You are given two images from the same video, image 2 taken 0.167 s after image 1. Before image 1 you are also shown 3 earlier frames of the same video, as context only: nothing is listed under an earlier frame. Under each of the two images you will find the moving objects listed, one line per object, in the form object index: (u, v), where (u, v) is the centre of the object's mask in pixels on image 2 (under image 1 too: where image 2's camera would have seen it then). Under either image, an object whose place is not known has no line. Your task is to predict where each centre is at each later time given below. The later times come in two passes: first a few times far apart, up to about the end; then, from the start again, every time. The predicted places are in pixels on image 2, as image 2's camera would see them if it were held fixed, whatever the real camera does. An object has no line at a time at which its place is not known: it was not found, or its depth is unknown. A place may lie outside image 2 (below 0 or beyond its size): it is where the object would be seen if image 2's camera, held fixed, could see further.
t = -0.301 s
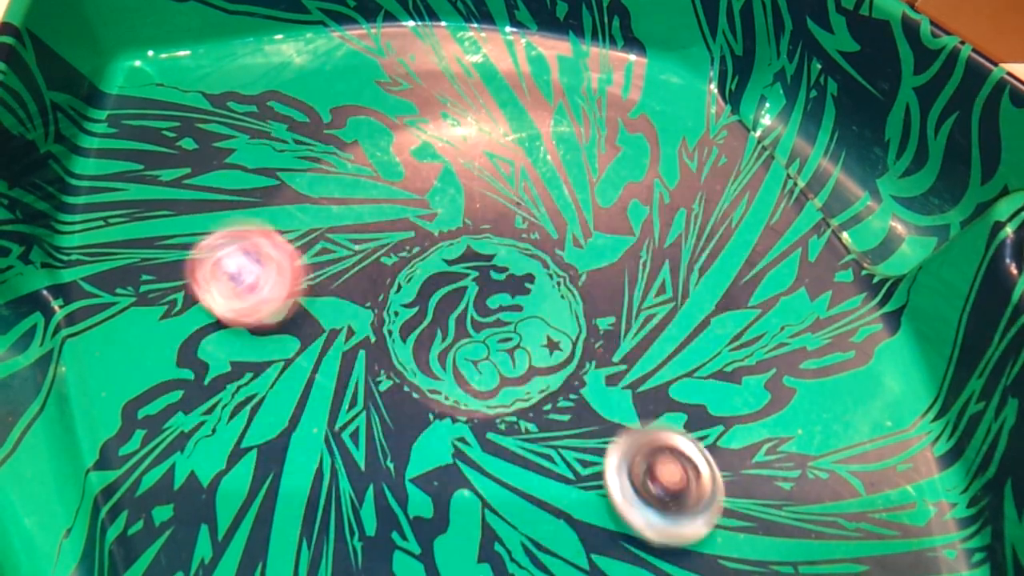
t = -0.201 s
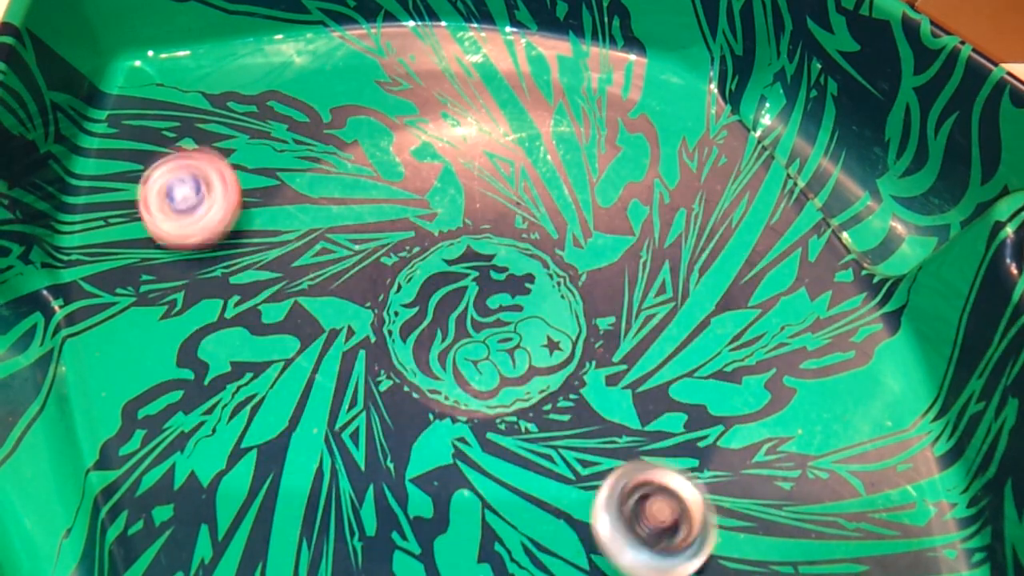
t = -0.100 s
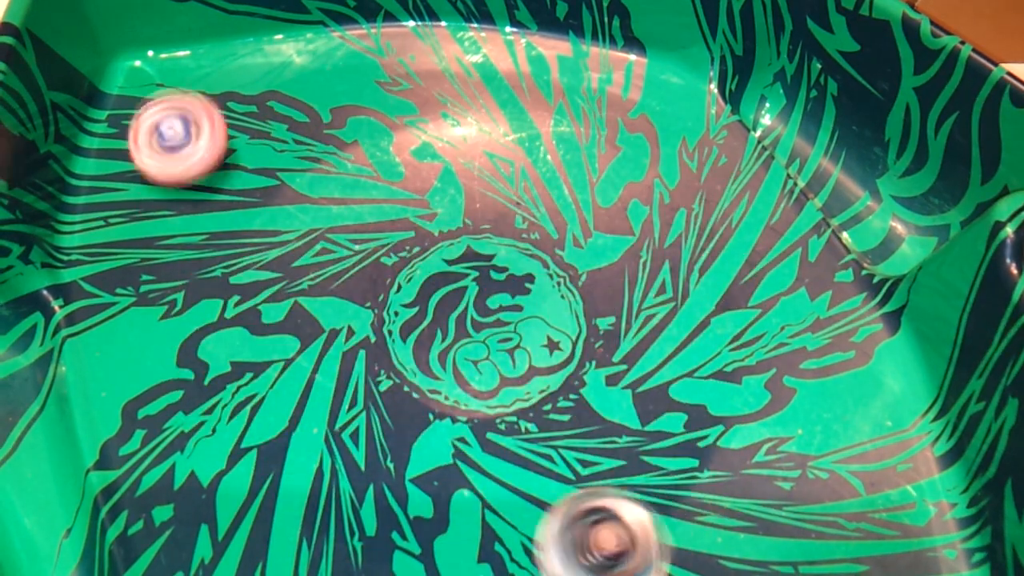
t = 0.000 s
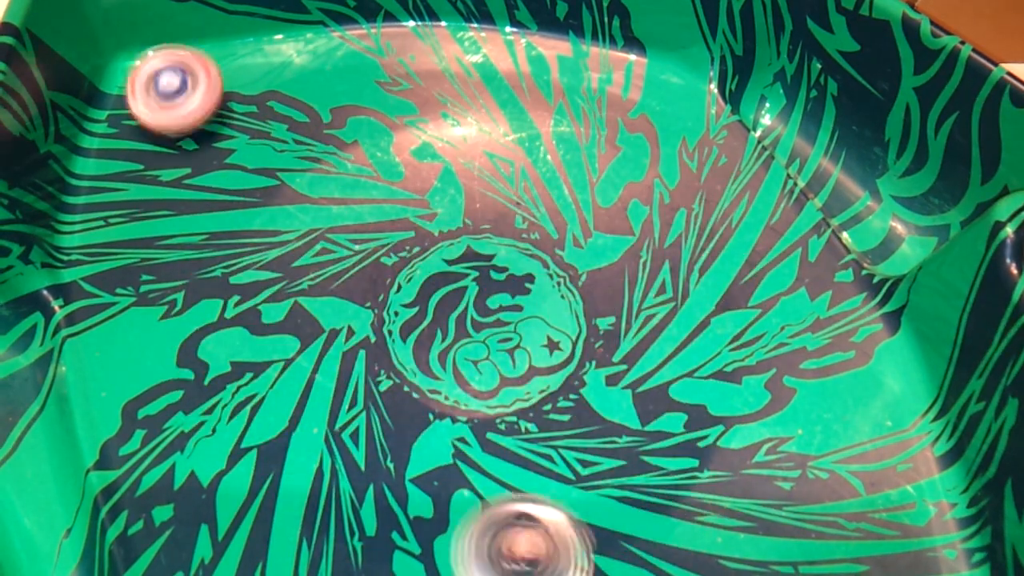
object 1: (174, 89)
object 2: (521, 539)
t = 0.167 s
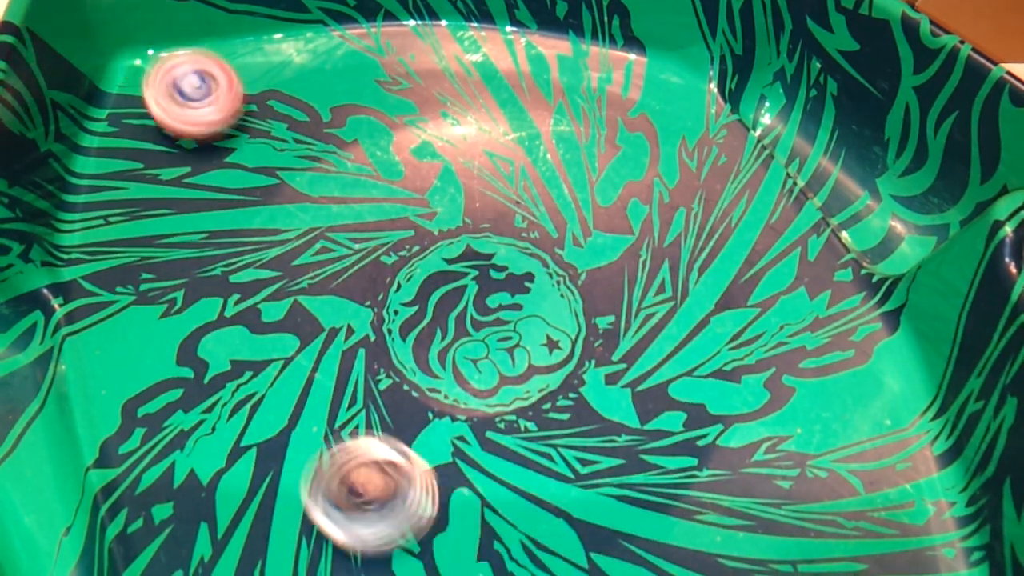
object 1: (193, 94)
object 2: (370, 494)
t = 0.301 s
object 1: (250, 150)
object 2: (326, 377)
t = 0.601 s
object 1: (215, 83)
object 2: (759, 348)
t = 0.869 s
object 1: (208, 96)
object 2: (799, 529)
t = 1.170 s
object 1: (335, 228)
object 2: (455, 490)
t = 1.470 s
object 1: (525, 339)
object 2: (344, 261)
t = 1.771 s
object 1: (674, 343)
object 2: (495, 115)
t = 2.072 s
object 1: (672, 331)
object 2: (652, 216)
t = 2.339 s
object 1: (529, 434)
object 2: (520, 291)
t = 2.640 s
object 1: (363, 416)
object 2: (358, 191)
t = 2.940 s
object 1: (338, 291)
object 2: (478, 176)
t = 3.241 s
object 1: (456, 222)
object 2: (523, 374)
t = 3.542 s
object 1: (590, 244)
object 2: (310, 454)
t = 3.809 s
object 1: (615, 343)
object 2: (273, 285)
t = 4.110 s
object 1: (483, 398)
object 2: (518, 250)
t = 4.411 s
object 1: (370, 334)
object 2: (684, 397)
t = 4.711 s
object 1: (431, 248)
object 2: (513, 519)
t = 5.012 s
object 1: (535, 266)
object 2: (406, 318)
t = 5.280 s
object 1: (573, 339)
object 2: (495, 178)
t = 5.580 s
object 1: (509, 388)
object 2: (679, 219)
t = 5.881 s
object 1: (444, 391)
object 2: (559, 386)
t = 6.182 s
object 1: (293, 331)
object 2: (442, 329)
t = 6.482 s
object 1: (320, 261)
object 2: (442, 222)
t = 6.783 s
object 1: (454, 280)
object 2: (612, 270)
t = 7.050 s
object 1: (553, 260)
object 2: (526, 411)
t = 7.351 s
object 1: (633, 244)
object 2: (348, 321)
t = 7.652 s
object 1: (547, 287)
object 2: (461, 202)
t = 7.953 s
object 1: (480, 367)
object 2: (621, 265)
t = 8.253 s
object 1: (414, 500)
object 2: (568, 382)
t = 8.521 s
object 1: (399, 508)
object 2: (509, 312)
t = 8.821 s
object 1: (469, 388)
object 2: (512, 231)
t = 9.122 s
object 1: (470, 292)
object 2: (573, 320)
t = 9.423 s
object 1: (429, 236)
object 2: (495, 358)
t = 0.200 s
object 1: (205, 109)
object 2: (346, 468)
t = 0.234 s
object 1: (218, 122)
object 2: (332, 440)
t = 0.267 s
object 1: (234, 137)
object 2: (324, 408)
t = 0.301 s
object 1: (250, 150)
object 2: (326, 377)
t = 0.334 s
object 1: (266, 162)
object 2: (335, 347)
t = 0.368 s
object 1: (286, 178)
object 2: (349, 320)
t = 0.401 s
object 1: (310, 194)
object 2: (368, 296)
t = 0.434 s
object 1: (316, 191)
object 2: (416, 287)
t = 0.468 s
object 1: (284, 159)
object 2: (494, 304)
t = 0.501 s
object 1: (259, 133)
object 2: (566, 321)
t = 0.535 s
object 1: (240, 113)
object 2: (635, 331)
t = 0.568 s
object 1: (224, 96)
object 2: (702, 340)
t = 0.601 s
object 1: (215, 83)
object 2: (759, 348)
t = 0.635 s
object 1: (206, 73)
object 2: (812, 359)
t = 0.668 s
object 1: (199, 65)
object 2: (860, 374)
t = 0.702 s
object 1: (193, 57)
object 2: (888, 392)
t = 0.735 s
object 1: (190, 56)
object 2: (879, 422)
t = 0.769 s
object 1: (194, 66)
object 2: (863, 452)
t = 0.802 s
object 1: (197, 76)
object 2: (845, 483)
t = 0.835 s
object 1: (202, 85)
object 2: (823, 511)
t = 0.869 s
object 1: (208, 96)
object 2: (799, 529)
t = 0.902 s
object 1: (215, 107)
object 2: (767, 537)
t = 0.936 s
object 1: (224, 121)
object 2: (727, 543)
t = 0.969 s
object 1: (234, 134)
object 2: (691, 543)
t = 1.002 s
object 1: (245, 149)
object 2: (653, 541)
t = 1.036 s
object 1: (258, 163)
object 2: (610, 537)
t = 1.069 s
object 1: (271, 178)
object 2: (569, 532)
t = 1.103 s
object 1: (288, 194)
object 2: (529, 525)
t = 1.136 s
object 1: (310, 211)
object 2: (490, 511)
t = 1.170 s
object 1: (335, 228)
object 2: (455, 490)
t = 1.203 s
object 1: (359, 244)
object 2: (427, 470)
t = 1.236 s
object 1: (385, 261)
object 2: (401, 446)
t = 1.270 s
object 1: (410, 277)
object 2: (381, 420)
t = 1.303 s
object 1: (432, 290)
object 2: (366, 393)
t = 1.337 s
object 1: (452, 302)
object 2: (354, 366)
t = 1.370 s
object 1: (469, 313)
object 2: (347, 339)
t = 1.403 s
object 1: (487, 323)
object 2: (343, 313)
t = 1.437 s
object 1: (506, 332)
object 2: (342, 287)
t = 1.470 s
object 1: (525, 339)
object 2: (344, 261)
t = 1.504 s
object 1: (545, 345)
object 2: (350, 237)
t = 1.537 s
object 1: (566, 350)
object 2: (358, 213)
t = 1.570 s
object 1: (584, 352)
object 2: (370, 191)
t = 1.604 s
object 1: (602, 353)
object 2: (385, 171)
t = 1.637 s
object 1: (620, 353)
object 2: (402, 154)
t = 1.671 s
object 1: (635, 352)
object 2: (421, 140)
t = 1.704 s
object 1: (650, 350)
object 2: (445, 128)
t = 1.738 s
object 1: (664, 347)
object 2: (469, 119)
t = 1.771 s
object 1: (674, 343)
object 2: (495, 115)
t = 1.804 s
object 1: (683, 337)
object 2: (520, 114)
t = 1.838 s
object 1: (689, 333)
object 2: (547, 116)
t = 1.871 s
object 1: (693, 327)
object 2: (571, 123)
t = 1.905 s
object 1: (693, 321)
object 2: (597, 135)
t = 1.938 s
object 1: (691, 315)
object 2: (618, 151)
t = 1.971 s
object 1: (688, 309)
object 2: (635, 172)
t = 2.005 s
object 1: (681, 303)
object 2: (649, 195)
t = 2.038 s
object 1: (675, 306)
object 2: (656, 214)
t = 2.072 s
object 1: (672, 331)
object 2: (652, 216)
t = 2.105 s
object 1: (665, 356)
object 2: (644, 221)
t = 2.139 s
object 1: (652, 375)
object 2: (635, 231)
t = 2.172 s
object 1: (635, 389)
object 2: (621, 246)
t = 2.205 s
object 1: (615, 398)
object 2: (608, 265)
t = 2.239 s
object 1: (594, 401)
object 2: (590, 284)
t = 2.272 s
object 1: (571, 401)
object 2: (569, 299)
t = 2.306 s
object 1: (548, 414)
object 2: (545, 303)
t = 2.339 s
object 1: (529, 434)
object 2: (520, 291)
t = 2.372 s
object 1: (506, 449)
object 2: (495, 279)
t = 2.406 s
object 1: (484, 456)
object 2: (471, 269)
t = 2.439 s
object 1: (464, 457)
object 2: (447, 258)
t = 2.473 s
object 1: (446, 454)
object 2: (423, 248)
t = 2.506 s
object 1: (428, 449)
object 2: (401, 237)
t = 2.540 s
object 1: (410, 443)
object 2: (383, 225)
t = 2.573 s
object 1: (394, 435)
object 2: (370, 214)
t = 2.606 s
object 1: (378, 426)
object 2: (362, 203)
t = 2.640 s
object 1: (363, 416)
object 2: (358, 191)
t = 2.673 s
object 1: (352, 404)
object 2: (358, 182)
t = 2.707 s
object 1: (341, 391)
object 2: (362, 173)
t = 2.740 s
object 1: (333, 378)
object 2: (370, 165)
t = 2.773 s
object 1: (327, 362)
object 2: (380, 161)
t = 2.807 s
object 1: (325, 347)
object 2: (394, 157)
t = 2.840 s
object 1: (324, 332)
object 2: (411, 155)
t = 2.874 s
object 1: (327, 318)
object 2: (433, 156)
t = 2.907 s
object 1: (331, 303)
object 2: (453, 162)
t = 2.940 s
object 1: (338, 291)
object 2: (478, 176)
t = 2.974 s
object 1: (346, 278)
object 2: (496, 191)
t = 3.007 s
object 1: (358, 267)
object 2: (513, 216)
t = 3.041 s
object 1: (369, 258)
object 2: (523, 239)
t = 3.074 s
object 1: (383, 249)
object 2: (531, 263)
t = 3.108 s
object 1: (396, 241)
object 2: (536, 287)
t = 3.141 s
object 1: (412, 235)
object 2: (538, 309)
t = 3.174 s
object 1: (425, 230)
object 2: (536, 330)
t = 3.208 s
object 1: (442, 225)
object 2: (532, 351)
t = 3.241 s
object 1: (456, 222)
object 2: (523, 374)
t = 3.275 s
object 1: (472, 220)
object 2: (511, 397)
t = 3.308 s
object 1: (487, 219)
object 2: (496, 417)
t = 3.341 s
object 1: (504, 219)
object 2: (477, 435)
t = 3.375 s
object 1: (518, 220)
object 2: (453, 448)
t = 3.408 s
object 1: (535, 222)
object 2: (427, 458)
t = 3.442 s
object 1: (549, 225)
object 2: (399, 463)
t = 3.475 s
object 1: (564, 230)
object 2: (369, 465)
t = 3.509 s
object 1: (578, 236)
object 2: (338, 462)
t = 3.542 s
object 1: (590, 244)
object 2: (310, 454)
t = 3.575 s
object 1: (602, 253)
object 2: (286, 441)
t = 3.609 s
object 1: (612, 263)
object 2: (263, 422)
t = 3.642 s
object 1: (619, 275)
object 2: (249, 402)
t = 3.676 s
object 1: (625, 288)
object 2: (240, 377)
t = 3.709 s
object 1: (626, 302)
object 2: (238, 352)
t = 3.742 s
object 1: (626, 315)
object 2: (243, 327)
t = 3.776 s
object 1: (622, 330)
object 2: (256, 304)
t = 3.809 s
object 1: (615, 343)
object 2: (273, 285)
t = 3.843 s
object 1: (606, 356)
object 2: (296, 267)
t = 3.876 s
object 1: (595, 366)
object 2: (321, 254)
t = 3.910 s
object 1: (581, 377)
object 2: (349, 246)
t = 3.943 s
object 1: (568, 383)
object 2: (378, 239)
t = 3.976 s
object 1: (551, 390)
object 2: (409, 237)
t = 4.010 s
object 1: (535, 394)
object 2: (439, 237)
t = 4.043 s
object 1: (518, 397)
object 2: (467, 239)
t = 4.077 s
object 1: (501, 398)
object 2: (494, 244)
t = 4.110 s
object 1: (483, 398)
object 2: (518, 250)
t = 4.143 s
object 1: (467, 396)
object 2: (544, 258)
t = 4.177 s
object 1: (451, 394)
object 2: (569, 267)
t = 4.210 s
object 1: (436, 390)
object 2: (591, 279)
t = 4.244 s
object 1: (421, 385)
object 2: (614, 294)
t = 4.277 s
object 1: (407, 377)
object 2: (632, 309)
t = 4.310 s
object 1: (395, 369)
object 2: (650, 329)
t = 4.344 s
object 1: (384, 358)
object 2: (666, 351)
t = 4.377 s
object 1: (376, 347)
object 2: (677, 373)
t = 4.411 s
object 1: (370, 334)
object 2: (684, 397)
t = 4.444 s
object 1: (367, 321)
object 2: (688, 421)
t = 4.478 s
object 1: (367, 308)
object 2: (684, 444)
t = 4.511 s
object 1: (369, 296)
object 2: (676, 467)
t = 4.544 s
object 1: (375, 284)
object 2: (659, 491)
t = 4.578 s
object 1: (382, 274)
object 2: (638, 509)
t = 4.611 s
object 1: (393, 264)
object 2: (612, 521)
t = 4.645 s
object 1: (404, 257)
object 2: (580, 526)
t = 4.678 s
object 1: (418, 251)
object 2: (547, 526)
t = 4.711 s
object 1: (431, 248)
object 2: (513, 519)
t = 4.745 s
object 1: (444, 247)
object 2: (483, 506)
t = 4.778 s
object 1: (457, 246)
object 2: (456, 486)
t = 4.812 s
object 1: (469, 247)
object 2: (435, 465)
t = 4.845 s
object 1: (482, 249)
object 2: (419, 441)
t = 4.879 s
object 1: (493, 251)
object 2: (408, 416)
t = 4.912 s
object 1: (506, 254)
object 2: (401, 389)
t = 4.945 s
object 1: (515, 257)
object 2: (400, 365)
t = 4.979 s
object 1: (526, 262)
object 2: (401, 340)
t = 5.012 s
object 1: (535, 266)
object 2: (406, 318)
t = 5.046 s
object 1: (545, 272)
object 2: (414, 296)
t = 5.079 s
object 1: (554, 279)
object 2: (421, 276)
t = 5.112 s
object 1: (561, 286)
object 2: (428, 257)
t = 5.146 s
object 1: (569, 295)
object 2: (436, 238)
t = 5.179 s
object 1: (573, 304)
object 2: (446, 219)
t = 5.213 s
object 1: (577, 315)
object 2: (460, 202)
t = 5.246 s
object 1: (576, 327)
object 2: (477, 190)
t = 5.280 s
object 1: (573, 339)
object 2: (495, 178)
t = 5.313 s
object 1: (567, 350)
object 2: (515, 169)
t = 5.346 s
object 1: (558, 361)
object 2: (538, 162)
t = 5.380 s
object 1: (549, 368)
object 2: (563, 159)
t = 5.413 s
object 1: (540, 373)
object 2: (585, 159)
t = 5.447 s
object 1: (533, 378)
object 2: (608, 163)
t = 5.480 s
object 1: (526, 381)
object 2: (629, 171)
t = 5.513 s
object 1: (520, 384)
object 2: (648, 183)
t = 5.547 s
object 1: (514, 386)
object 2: (666, 199)
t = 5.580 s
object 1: (509, 388)
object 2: (679, 219)
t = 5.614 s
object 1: (504, 391)
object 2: (686, 241)
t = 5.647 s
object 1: (499, 394)
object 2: (686, 265)
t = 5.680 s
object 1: (494, 397)
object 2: (681, 289)
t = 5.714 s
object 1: (489, 399)
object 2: (669, 314)
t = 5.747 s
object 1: (481, 399)
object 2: (654, 334)
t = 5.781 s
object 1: (472, 397)
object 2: (632, 353)
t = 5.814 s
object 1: (464, 395)
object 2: (607, 369)
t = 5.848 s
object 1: (458, 393)
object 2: (581, 381)
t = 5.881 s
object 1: (444, 391)
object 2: (559, 386)
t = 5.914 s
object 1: (424, 389)
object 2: (543, 390)
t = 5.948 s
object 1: (407, 384)
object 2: (522, 392)
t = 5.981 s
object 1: (381, 378)
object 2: (509, 387)
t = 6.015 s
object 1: (353, 371)
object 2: (502, 381)
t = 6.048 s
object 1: (332, 363)
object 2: (493, 374)
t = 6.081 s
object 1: (317, 355)
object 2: (480, 365)
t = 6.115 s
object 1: (307, 347)
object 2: (466, 353)
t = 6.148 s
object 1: (299, 339)
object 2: (453, 341)
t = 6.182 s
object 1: (293, 331)
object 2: (442, 329)
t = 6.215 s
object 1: (289, 322)
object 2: (429, 318)
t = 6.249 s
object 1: (287, 313)
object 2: (418, 306)
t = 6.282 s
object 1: (288, 303)
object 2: (408, 295)
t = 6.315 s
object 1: (291, 292)
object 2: (400, 284)
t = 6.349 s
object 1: (285, 283)
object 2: (403, 270)
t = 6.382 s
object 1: (285, 276)
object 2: (408, 258)
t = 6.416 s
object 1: (293, 268)
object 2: (415, 244)
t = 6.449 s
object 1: (306, 263)
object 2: (427, 233)
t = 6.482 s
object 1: (320, 261)
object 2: (442, 222)
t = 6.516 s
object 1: (337, 261)
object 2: (462, 214)
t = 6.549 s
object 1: (355, 263)
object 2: (482, 208)
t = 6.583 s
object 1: (372, 265)
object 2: (505, 206)
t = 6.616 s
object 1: (387, 268)
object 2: (526, 208)
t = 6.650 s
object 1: (402, 272)
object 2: (548, 213)
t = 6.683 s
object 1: (417, 275)
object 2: (569, 223)
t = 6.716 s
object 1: (429, 277)
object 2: (587, 236)
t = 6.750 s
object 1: (441, 279)
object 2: (601, 252)
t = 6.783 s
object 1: (454, 280)
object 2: (612, 270)
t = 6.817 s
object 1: (469, 281)
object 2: (618, 291)
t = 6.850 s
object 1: (482, 280)
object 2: (618, 312)
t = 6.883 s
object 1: (494, 278)
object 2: (613, 334)
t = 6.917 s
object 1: (506, 276)
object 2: (603, 355)
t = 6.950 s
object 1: (520, 273)
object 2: (589, 374)
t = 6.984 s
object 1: (532, 270)
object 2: (571, 390)
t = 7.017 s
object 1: (543, 265)
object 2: (549, 402)
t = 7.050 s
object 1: (553, 260)
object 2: (526, 411)
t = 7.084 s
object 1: (564, 257)
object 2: (499, 416)
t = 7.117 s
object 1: (575, 254)
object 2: (472, 416)
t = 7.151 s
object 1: (585, 249)
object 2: (446, 412)
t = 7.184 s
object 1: (594, 246)
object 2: (422, 403)
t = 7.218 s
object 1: (603, 243)
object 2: (401, 393)
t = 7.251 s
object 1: (612, 240)
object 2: (382, 378)
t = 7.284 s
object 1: (620, 239)
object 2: (366, 361)
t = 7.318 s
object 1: (627, 240)
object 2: (354, 340)
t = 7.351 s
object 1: (633, 244)
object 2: (348, 321)
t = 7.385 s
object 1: (634, 251)
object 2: (344, 301)
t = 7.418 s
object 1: (631, 260)
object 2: (347, 281)
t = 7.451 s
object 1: (623, 267)
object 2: (353, 262)
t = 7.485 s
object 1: (611, 274)
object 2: (364, 246)
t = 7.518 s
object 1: (598, 280)
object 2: (378, 230)
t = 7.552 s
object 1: (584, 284)
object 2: (397, 218)
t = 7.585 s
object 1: (570, 287)
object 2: (417, 209)
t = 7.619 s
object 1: (558, 288)
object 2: (440, 203)
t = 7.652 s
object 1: (547, 287)
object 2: (461, 202)
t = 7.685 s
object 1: (534, 286)
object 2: (484, 202)
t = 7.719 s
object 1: (522, 289)
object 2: (506, 205)
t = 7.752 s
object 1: (514, 302)
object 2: (524, 203)
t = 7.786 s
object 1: (506, 316)
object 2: (544, 202)
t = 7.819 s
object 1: (499, 326)
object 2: (561, 207)
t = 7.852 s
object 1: (493, 336)
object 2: (580, 217)
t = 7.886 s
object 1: (488, 345)
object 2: (597, 230)
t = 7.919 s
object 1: (483, 356)
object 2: (610, 247)
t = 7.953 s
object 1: (480, 367)
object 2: (621, 265)
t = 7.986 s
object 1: (479, 378)
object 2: (627, 285)
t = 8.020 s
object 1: (478, 389)
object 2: (629, 307)
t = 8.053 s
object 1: (477, 400)
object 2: (626, 328)
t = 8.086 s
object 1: (476, 409)
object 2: (618, 350)
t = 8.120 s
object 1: (474, 418)
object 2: (606, 370)
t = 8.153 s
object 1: (473, 428)
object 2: (589, 387)
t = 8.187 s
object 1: (464, 446)
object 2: (575, 396)
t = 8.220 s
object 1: (437, 475)
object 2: (573, 389)
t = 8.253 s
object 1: (414, 500)
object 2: (568, 382)
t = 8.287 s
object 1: (398, 513)
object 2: (559, 377)
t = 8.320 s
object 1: (388, 520)
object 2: (548, 373)
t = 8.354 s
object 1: (383, 524)
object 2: (537, 366)
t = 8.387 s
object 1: (380, 525)
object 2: (528, 357)
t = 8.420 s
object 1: (381, 525)
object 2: (522, 347)
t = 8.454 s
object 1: (385, 521)
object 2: (516, 334)
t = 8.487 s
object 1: (391, 516)
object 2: (512, 323)
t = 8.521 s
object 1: (399, 508)
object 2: (509, 312)
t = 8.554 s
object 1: (409, 499)
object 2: (507, 300)
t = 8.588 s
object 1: (420, 487)
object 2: (505, 290)
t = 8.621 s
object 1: (429, 474)
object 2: (504, 280)
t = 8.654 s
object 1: (440, 461)
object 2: (502, 270)
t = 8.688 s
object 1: (448, 448)
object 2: (501, 260)
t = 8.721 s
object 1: (455, 434)
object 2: (501, 251)
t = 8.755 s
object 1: (461, 418)
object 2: (503, 244)
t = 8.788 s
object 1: (465, 403)
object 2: (506, 236)
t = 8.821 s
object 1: (469, 388)
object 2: (512, 231)
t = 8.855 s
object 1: (473, 375)
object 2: (519, 228)
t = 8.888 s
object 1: (476, 362)
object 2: (530, 229)
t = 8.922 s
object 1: (478, 351)
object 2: (544, 234)
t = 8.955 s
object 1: (478, 341)
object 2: (557, 241)
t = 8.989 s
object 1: (478, 330)
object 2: (569, 253)
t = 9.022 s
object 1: (477, 320)
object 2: (578, 268)
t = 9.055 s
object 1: (475, 310)
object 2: (581, 285)
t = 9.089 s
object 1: (473, 301)
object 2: (579, 303)
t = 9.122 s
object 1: (470, 292)
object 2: (573, 320)
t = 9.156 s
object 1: (467, 284)
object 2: (565, 333)
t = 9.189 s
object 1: (463, 277)
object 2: (556, 344)
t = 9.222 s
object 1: (459, 270)
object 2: (547, 351)
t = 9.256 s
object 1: (455, 262)
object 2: (537, 355)
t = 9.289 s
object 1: (450, 256)
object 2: (527, 356)
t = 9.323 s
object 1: (445, 248)
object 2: (517, 357)
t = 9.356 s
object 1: (439, 242)
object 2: (508, 357)
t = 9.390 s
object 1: (434, 239)
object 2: (501, 358)
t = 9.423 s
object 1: (429, 236)
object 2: (495, 358)
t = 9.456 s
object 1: (425, 237)
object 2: (490, 358)
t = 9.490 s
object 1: (423, 240)
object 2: (484, 358)
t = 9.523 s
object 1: (423, 242)
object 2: (480, 359)
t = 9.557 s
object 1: (421, 246)
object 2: (476, 359)
